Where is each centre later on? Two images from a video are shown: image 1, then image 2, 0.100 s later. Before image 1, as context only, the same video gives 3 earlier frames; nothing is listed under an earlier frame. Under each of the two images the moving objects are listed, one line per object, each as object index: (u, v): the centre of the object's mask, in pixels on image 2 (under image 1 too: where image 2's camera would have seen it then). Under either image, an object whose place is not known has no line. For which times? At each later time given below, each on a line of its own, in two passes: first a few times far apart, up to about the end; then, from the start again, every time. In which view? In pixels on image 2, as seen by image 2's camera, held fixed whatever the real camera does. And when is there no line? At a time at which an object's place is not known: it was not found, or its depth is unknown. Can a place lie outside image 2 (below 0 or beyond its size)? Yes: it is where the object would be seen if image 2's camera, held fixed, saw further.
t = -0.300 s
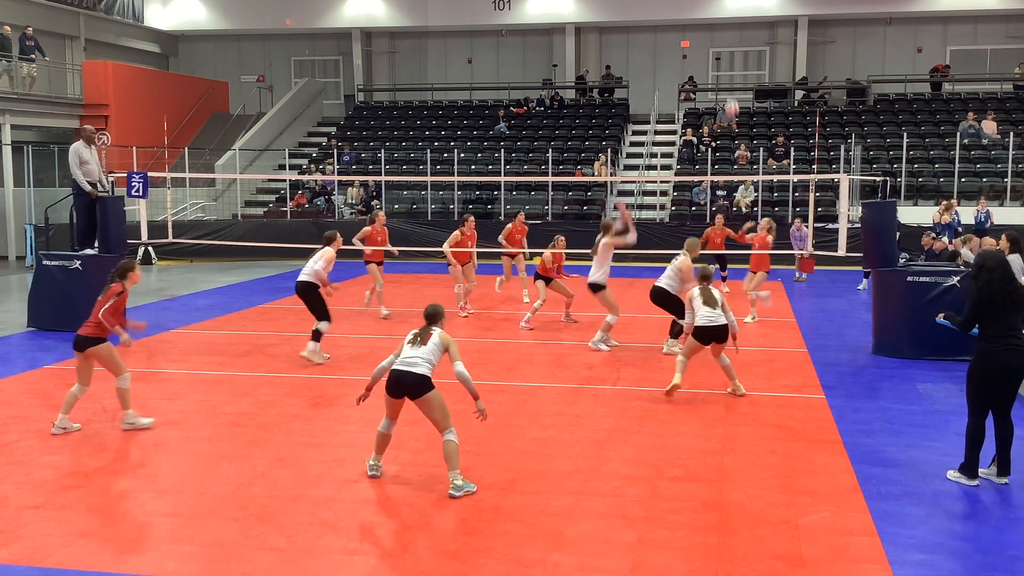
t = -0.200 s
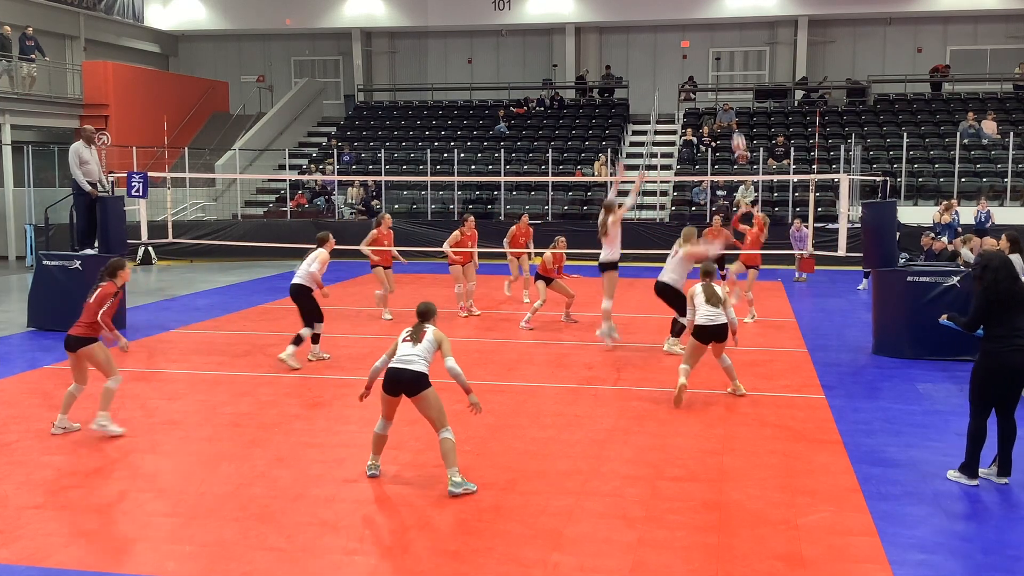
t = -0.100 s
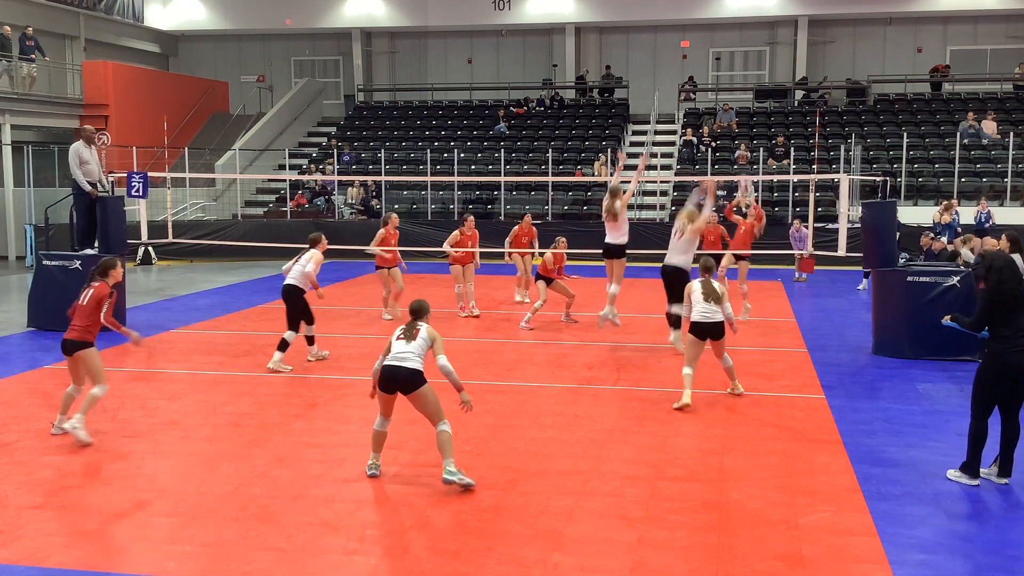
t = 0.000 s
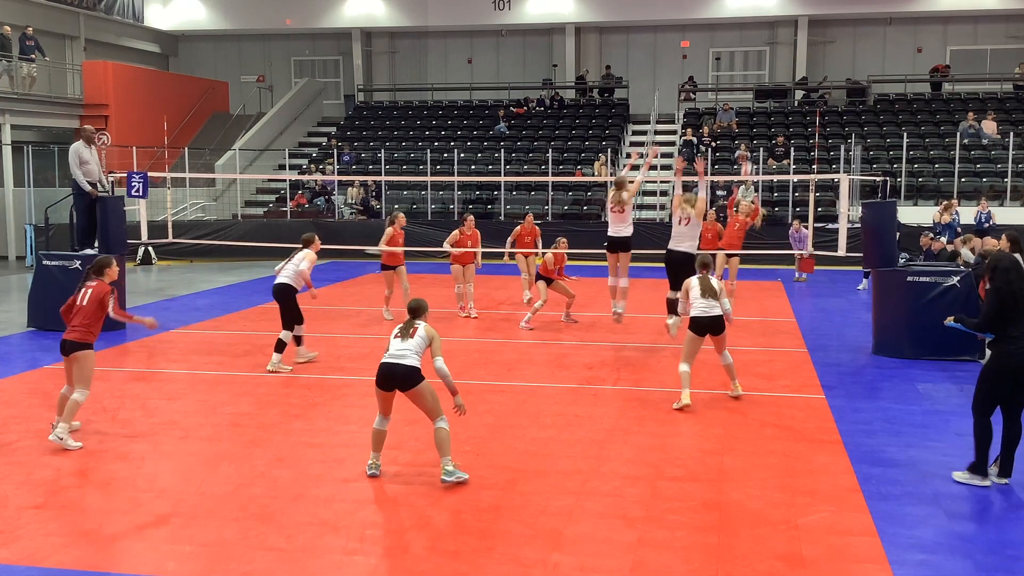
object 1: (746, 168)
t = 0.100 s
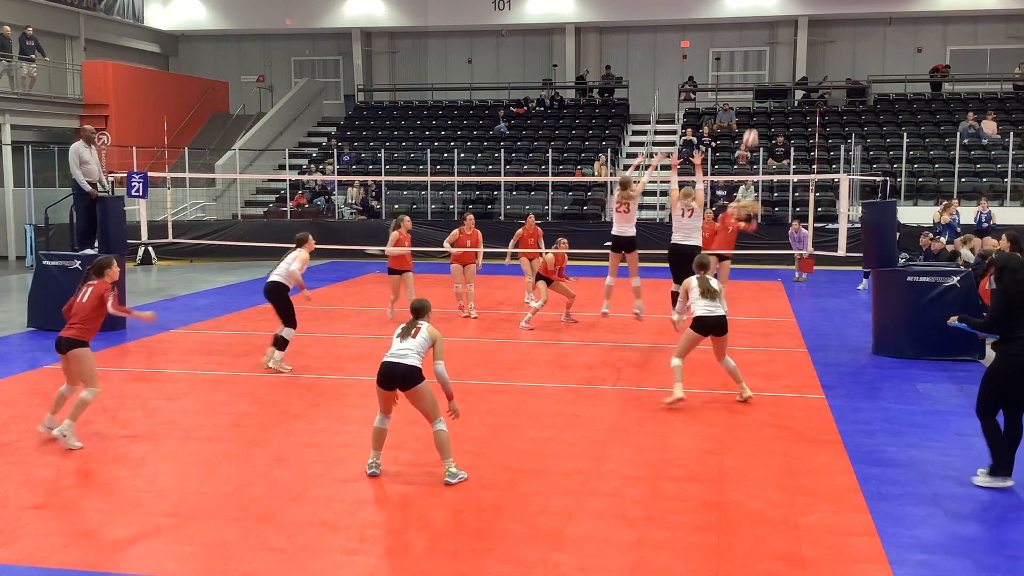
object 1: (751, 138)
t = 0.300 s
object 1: (757, 88)
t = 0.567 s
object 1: (765, 62)
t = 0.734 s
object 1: (772, 78)
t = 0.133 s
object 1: (752, 128)
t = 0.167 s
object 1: (753, 119)
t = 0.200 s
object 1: (754, 111)
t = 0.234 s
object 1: (755, 103)
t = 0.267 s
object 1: (756, 95)
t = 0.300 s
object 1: (757, 88)
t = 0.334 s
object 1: (758, 82)
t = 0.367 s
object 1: (759, 77)
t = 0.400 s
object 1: (760, 72)
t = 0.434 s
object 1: (761, 70)
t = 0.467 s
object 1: (762, 65)
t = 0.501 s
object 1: (763, 63)
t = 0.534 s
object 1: (764, 62)
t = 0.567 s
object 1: (765, 62)
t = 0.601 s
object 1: (766, 63)
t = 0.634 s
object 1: (768, 65)
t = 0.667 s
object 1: (769, 68)
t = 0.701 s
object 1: (770, 72)
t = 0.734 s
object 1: (772, 78)
